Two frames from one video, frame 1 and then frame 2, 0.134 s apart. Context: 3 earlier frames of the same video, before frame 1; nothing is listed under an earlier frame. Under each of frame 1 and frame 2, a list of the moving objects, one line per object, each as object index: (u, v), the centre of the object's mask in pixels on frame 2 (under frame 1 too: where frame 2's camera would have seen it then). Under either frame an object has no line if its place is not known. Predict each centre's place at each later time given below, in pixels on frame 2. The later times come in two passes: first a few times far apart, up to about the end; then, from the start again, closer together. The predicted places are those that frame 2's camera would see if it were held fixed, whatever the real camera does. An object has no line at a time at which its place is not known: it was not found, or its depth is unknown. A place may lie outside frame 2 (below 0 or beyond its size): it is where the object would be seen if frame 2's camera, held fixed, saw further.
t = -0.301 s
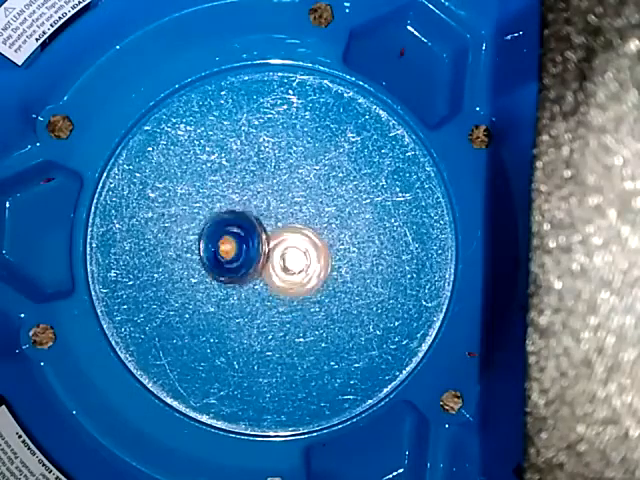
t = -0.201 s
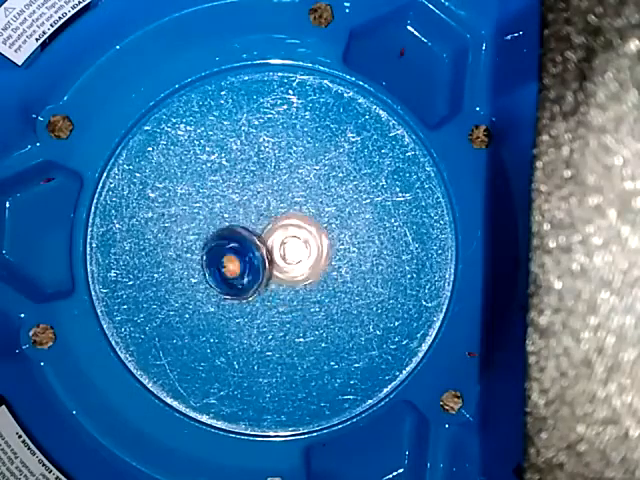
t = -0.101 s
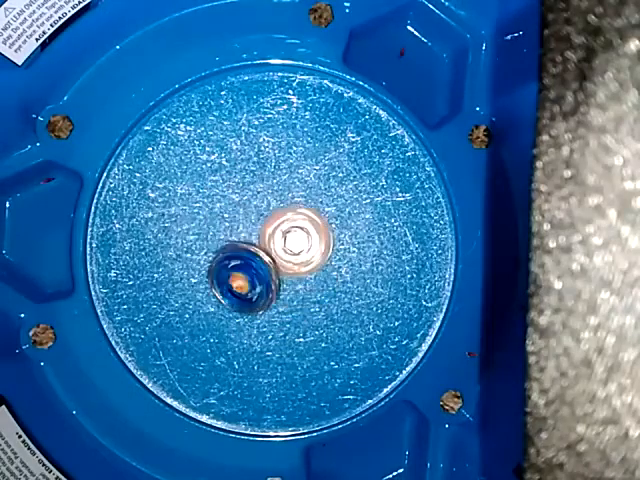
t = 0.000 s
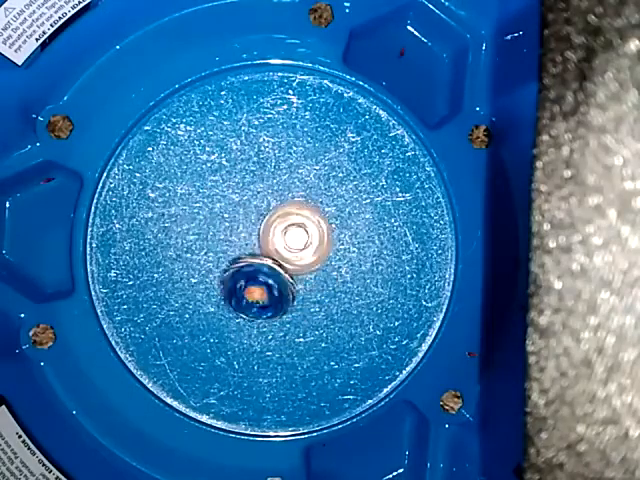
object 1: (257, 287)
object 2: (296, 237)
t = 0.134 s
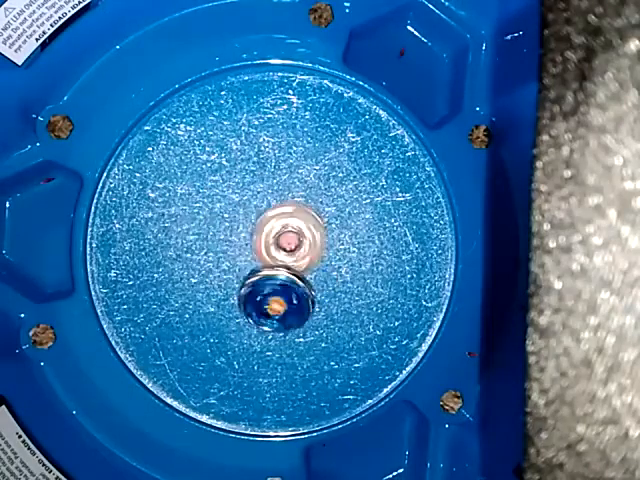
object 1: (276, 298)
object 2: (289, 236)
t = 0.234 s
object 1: (285, 299)
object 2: (279, 235)
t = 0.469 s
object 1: (301, 285)
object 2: (269, 226)
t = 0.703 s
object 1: (304, 278)
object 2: (257, 236)
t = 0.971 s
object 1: (304, 277)
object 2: (247, 252)
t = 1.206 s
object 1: (304, 279)
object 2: (240, 254)
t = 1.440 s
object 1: (307, 276)
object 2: (245, 263)
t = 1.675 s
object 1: (306, 263)
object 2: (244, 269)
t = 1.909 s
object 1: (305, 256)
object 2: (250, 281)
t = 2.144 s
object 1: (306, 259)
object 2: (246, 283)
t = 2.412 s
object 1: (306, 256)
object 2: (252, 286)
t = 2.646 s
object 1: (307, 257)
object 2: (253, 288)
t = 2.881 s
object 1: (306, 257)
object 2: (254, 289)
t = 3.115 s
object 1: (307, 256)
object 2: (254, 288)
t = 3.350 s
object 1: (307, 256)
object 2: (255, 290)
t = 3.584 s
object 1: (307, 256)
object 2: (257, 288)
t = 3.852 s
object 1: (308, 255)
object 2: (256, 288)
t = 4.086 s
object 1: (308, 255)
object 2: (257, 288)
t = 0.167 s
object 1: (279, 300)
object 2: (286, 237)
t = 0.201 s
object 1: (282, 300)
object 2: (283, 236)
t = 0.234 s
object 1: (285, 299)
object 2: (279, 235)
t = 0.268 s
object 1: (288, 298)
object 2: (277, 234)
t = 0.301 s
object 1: (290, 297)
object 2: (274, 231)
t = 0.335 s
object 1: (293, 295)
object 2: (273, 229)
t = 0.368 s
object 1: (296, 293)
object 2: (271, 228)
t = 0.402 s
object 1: (299, 290)
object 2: (270, 226)
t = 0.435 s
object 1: (300, 288)
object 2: (270, 226)
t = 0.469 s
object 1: (301, 285)
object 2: (269, 226)
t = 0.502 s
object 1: (302, 284)
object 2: (268, 227)
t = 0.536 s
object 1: (303, 283)
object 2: (267, 230)
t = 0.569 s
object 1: (304, 281)
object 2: (265, 231)
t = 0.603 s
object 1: (305, 280)
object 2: (262, 232)
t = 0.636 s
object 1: (305, 279)
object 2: (260, 235)
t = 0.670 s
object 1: (304, 278)
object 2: (258, 236)
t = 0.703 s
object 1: (304, 278)
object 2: (257, 236)
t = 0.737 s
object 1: (304, 278)
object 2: (255, 237)
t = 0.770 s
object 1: (304, 277)
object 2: (254, 238)
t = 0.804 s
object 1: (304, 278)
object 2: (253, 241)
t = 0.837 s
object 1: (303, 278)
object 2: (253, 243)
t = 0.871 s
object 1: (304, 278)
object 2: (251, 246)
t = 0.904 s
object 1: (304, 278)
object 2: (249, 248)
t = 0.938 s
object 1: (304, 277)
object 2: (248, 251)
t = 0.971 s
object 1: (304, 277)
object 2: (247, 252)
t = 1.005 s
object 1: (304, 277)
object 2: (244, 253)
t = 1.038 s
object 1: (304, 277)
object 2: (243, 253)
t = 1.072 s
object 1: (305, 278)
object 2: (242, 254)
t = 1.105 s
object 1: (304, 278)
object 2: (241, 254)
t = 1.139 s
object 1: (304, 278)
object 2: (240, 254)
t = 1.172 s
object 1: (304, 279)
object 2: (240, 253)
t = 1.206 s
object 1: (304, 279)
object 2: (240, 254)
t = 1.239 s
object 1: (304, 279)
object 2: (241, 253)
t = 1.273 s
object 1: (304, 279)
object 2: (243, 254)
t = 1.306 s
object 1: (304, 278)
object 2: (244, 254)
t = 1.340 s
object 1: (305, 278)
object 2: (245, 256)
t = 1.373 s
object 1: (306, 277)
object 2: (245, 258)
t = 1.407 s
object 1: (306, 277)
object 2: (247, 261)
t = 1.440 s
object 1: (307, 276)
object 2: (245, 263)
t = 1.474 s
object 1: (307, 275)
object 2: (244, 266)
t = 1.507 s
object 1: (308, 274)
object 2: (245, 268)
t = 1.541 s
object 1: (308, 272)
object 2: (245, 268)
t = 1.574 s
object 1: (308, 271)
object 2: (242, 269)
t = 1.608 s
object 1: (307, 268)
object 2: (241, 269)
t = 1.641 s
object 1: (307, 266)
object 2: (241, 269)
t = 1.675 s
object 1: (306, 263)
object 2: (244, 269)
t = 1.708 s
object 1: (306, 260)
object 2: (246, 270)
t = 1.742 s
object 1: (305, 258)
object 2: (245, 272)
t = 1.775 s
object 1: (305, 257)
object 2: (246, 274)
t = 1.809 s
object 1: (304, 257)
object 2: (246, 277)
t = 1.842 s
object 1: (304, 256)
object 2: (248, 279)
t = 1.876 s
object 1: (305, 256)
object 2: (250, 281)
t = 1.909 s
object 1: (305, 256)
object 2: (250, 281)
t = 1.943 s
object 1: (305, 257)
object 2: (249, 283)
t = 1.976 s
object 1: (305, 258)
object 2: (248, 284)
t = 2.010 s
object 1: (306, 259)
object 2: (247, 285)
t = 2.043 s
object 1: (306, 259)
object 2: (247, 285)
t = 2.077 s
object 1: (306, 259)
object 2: (247, 285)
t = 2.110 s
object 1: (306, 259)
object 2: (246, 285)
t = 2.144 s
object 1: (306, 259)
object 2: (246, 283)
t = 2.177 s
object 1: (306, 258)
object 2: (247, 282)
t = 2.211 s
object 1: (306, 258)
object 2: (248, 282)
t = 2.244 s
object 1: (306, 257)
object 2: (249, 282)
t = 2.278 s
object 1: (306, 256)
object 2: (251, 283)
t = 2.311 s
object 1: (306, 256)
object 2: (252, 284)
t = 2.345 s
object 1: (305, 256)
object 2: (252, 285)
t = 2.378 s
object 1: (305, 256)
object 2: (253, 286)
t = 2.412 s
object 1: (306, 256)
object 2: (252, 286)
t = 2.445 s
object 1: (305, 256)
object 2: (251, 286)
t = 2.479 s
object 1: (306, 257)
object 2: (251, 286)
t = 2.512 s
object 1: (307, 257)
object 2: (252, 287)
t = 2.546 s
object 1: (307, 257)
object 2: (252, 288)
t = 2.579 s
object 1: (307, 257)
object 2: (253, 288)
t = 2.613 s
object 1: (306, 257)
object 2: (253, 288)
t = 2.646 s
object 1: (307, 257)
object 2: (253, 288)
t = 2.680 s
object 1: (307, 257)
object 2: (253, 288)
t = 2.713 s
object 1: (307, 257)
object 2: (252, 288)
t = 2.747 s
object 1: (306, 257)
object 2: (252, 288)
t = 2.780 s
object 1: (306, 257)
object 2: (252, 288)
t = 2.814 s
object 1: (306, 257)
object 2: (253, 288)
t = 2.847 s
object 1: (307, 257)
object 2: (253, 288)
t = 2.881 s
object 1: (306, 257)
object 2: (254, 289)
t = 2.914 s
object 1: (307, 257)
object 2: (255, 289)
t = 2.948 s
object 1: (307, 256)
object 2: (256, 290)
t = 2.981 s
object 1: (307, 256)
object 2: (255, 290)
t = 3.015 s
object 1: (307, 256)
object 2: (255, 289)
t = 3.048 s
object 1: (307, 256)
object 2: (254, 289)
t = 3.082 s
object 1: (307, 256)
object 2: (254, 288)
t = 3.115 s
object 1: (307, 256)
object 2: (254, 288)
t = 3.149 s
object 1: (307, 256)
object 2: (254, 288)
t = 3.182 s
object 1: (307, 256)
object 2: (256, 287)
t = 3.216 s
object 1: (307, 256)
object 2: (255, 289)
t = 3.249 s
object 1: (307, 256)
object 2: (255, 289)
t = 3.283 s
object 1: (307, 256)
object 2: (256, 290)
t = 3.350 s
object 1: (307, 256)
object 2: (255, 290)
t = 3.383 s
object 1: (307, 256)
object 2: (255, 289)
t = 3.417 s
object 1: (307, 256)
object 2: (255, 289)
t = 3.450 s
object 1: (307, 256)
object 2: (257, 288)
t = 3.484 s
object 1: (307, 256)
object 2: (257, 287)
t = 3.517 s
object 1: (307, 256)
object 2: (255, 288)
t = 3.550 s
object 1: (307, 256)
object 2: (257, 288)
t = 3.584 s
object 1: (307, 256)
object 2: (257, 288)
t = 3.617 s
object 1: (308, 256)
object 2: (257, 289)
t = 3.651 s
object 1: (308, 256)
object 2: (255, 290)
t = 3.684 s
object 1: (308, 256)
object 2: (257, 289)
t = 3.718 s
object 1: (308, 255)
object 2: (256, 288)
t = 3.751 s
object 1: (308, 255)
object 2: (256, 288)
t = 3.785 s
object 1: (308, 255)
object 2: (256, 288)
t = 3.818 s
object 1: (308, 255)
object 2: (256, 288)
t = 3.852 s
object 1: (308, 255)
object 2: (256, 288)
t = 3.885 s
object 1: (308, 255)
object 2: (256, 288)
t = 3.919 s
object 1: (308, 255)
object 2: (256, 288)
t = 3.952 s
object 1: (308, 256)
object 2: (256, 288)
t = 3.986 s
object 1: (308, 255)
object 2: (256, 288)
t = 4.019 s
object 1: (308, 255)
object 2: (257, 288)
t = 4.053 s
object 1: (308, 255)
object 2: (256, 289)
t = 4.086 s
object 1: (308, 255)
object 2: (257, 288)
